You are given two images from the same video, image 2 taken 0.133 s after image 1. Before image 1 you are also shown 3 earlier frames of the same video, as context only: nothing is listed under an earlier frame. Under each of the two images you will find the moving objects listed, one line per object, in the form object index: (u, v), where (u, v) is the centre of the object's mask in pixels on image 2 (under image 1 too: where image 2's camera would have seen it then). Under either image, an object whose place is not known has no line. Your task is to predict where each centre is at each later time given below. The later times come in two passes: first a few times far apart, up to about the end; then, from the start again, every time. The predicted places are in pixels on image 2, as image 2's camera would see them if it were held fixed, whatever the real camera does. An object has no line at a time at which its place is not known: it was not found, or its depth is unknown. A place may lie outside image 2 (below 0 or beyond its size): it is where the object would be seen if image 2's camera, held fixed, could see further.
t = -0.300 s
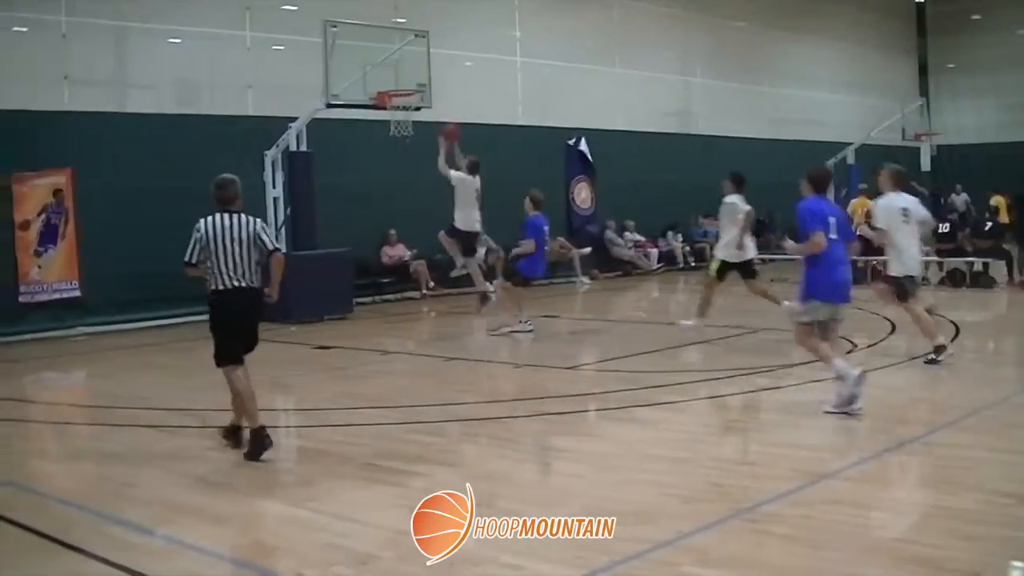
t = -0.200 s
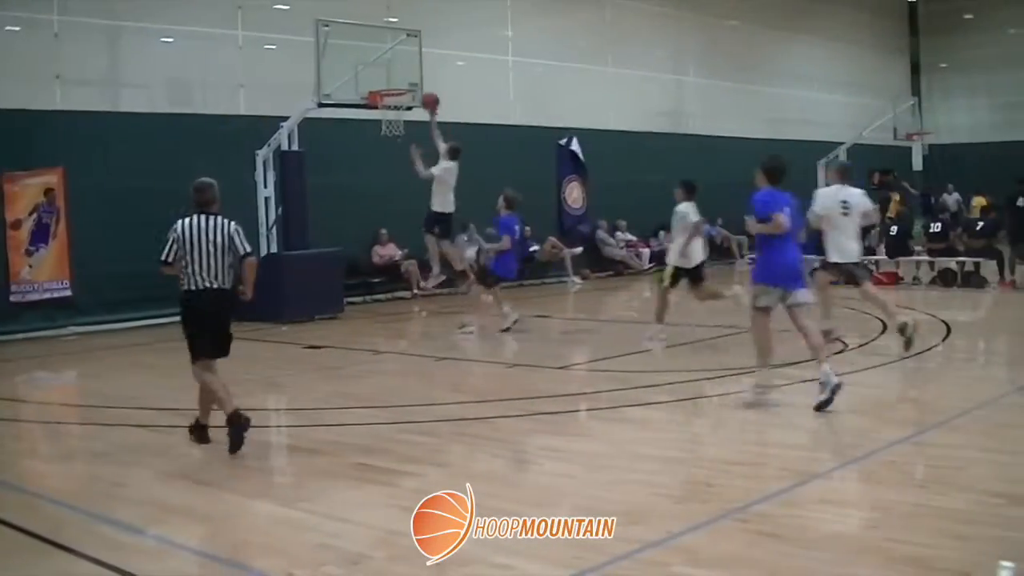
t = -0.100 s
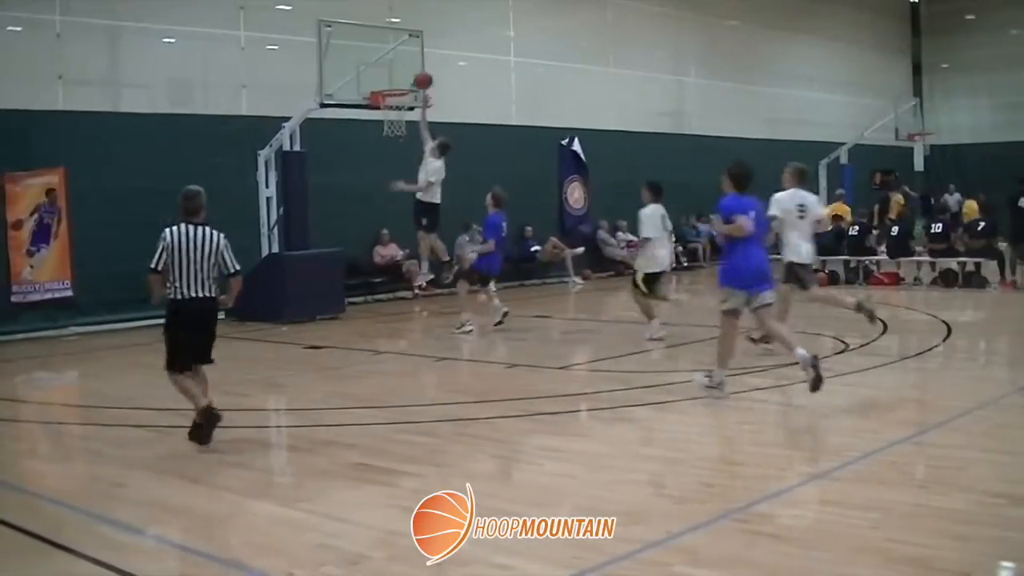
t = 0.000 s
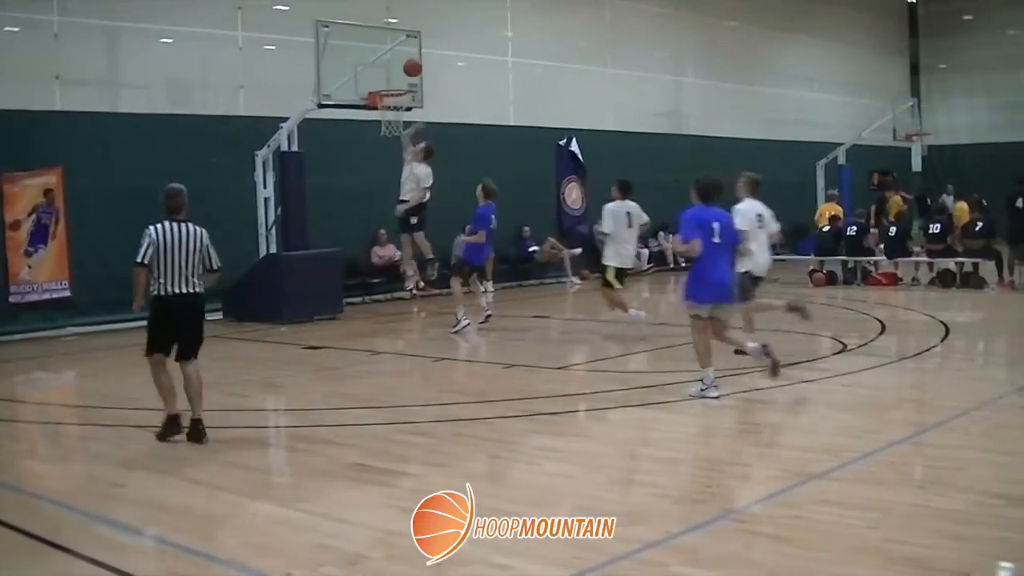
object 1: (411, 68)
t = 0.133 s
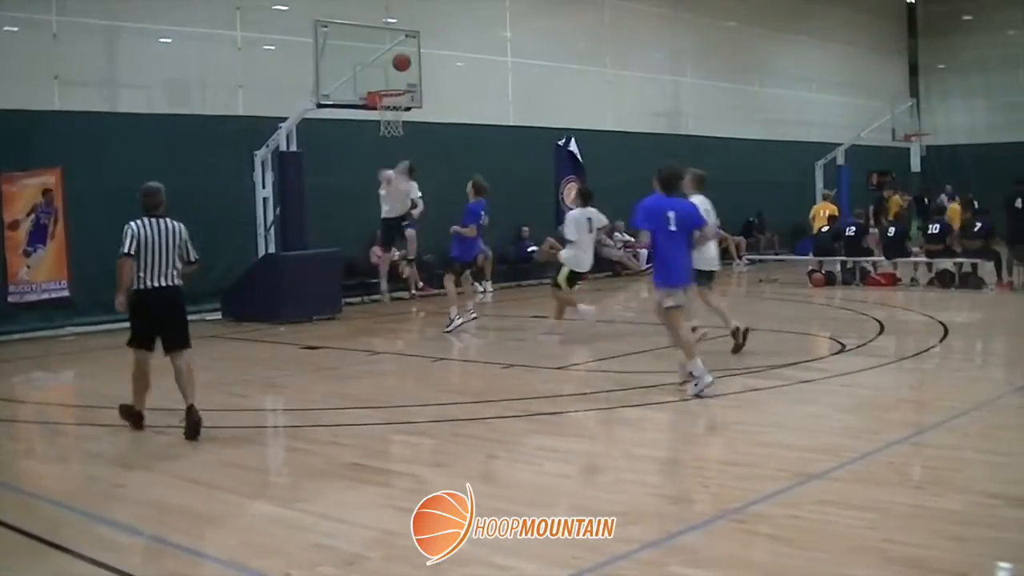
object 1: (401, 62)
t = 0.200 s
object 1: (396, 64)
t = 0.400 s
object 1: (385, 82)
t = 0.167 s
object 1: (399, 63)
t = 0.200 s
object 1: (396, 64)
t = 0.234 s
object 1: (394, 66)
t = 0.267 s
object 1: (391, 69)
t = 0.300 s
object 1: (389, 73)
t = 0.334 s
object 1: (387, 78)
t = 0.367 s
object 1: (385, 83)
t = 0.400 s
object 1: (385, 82)
